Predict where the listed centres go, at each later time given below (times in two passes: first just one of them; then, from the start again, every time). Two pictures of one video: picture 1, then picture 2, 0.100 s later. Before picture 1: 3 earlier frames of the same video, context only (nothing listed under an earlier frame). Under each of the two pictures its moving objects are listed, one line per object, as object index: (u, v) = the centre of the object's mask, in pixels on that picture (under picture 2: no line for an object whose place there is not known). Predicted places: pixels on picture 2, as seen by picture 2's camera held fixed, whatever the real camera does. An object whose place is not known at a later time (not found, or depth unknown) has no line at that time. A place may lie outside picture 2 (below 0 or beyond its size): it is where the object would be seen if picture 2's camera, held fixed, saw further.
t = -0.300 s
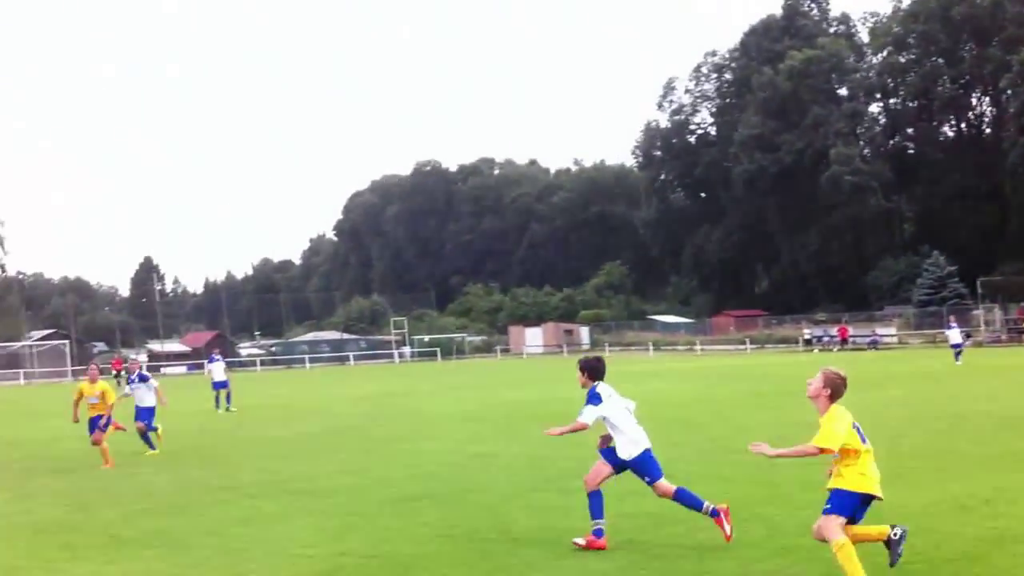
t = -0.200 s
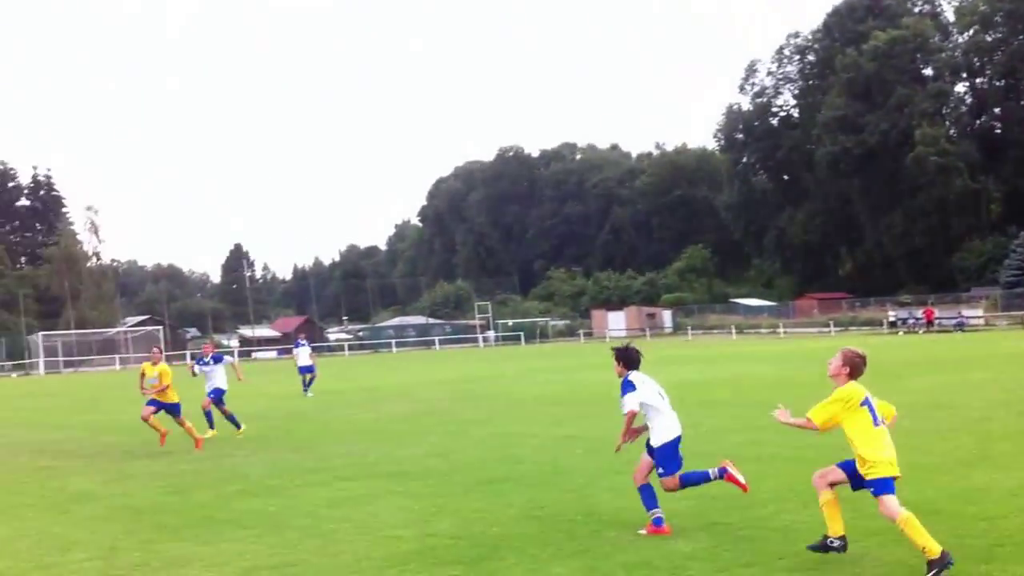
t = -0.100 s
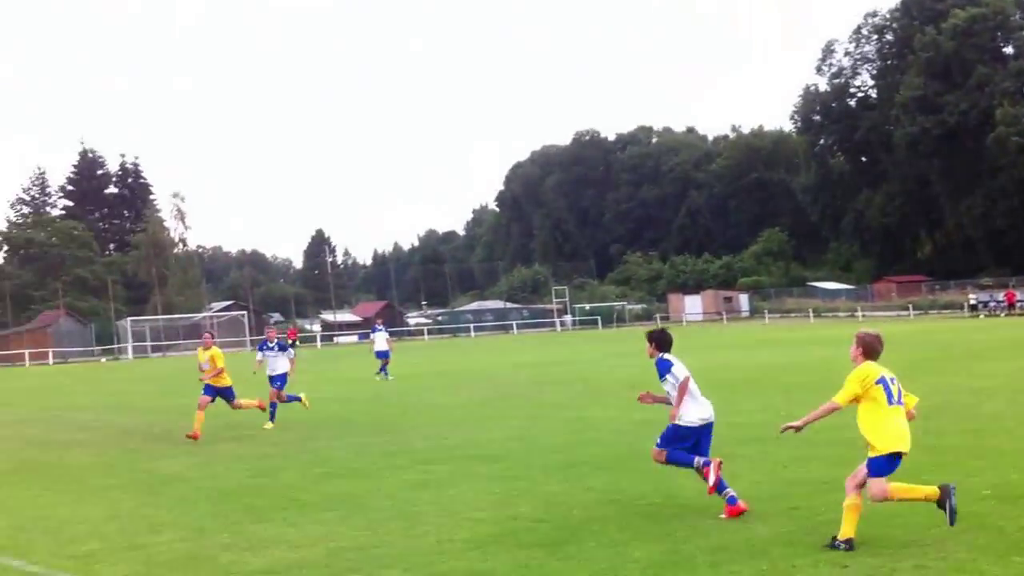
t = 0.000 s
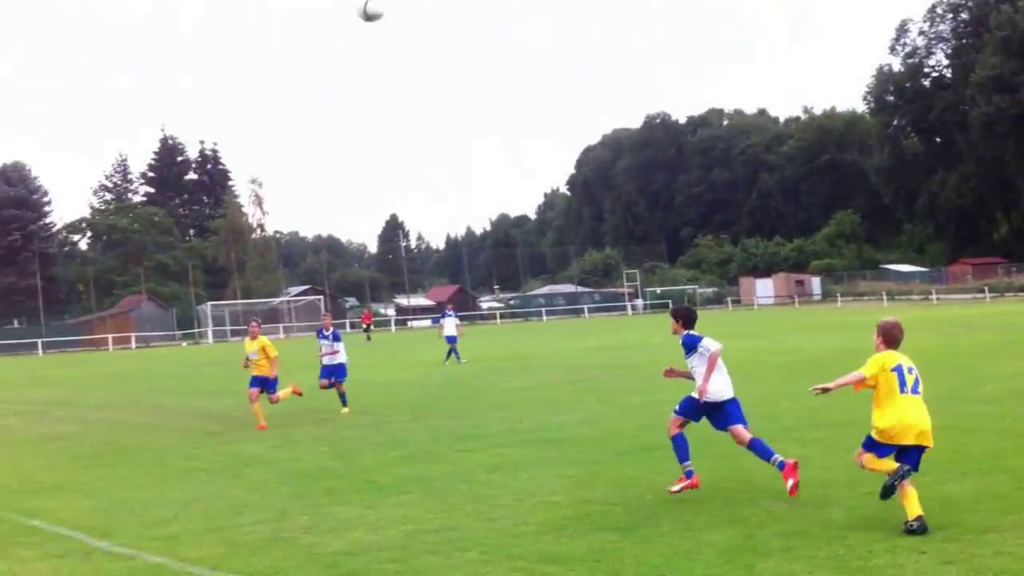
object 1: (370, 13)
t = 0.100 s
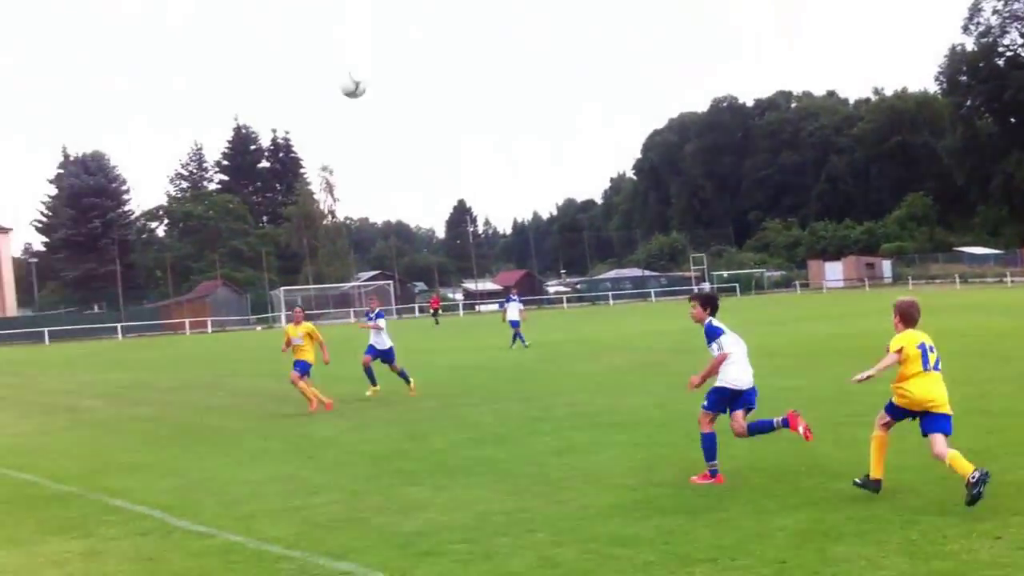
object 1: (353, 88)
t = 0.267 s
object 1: (246, 221)
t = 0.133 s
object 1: (329, 114)
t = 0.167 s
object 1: (305, 144)
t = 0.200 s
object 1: (285, 166)
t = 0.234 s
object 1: (265, 194)
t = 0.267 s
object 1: (246, 221)
